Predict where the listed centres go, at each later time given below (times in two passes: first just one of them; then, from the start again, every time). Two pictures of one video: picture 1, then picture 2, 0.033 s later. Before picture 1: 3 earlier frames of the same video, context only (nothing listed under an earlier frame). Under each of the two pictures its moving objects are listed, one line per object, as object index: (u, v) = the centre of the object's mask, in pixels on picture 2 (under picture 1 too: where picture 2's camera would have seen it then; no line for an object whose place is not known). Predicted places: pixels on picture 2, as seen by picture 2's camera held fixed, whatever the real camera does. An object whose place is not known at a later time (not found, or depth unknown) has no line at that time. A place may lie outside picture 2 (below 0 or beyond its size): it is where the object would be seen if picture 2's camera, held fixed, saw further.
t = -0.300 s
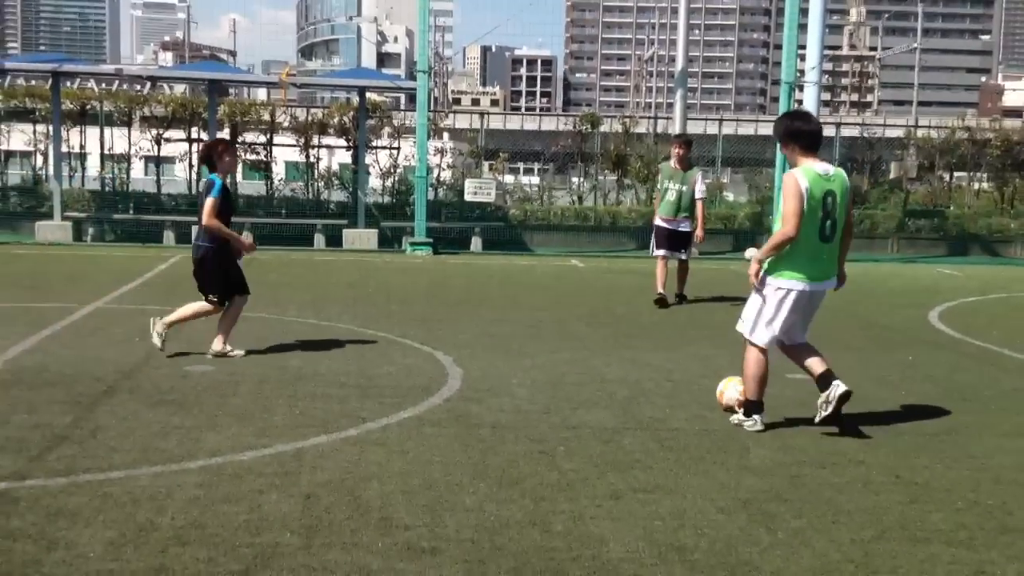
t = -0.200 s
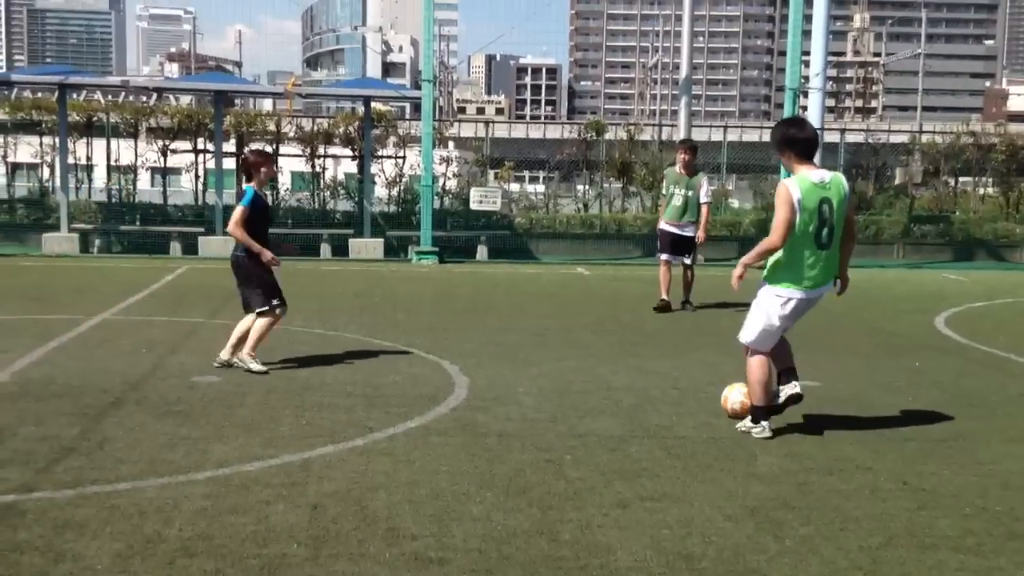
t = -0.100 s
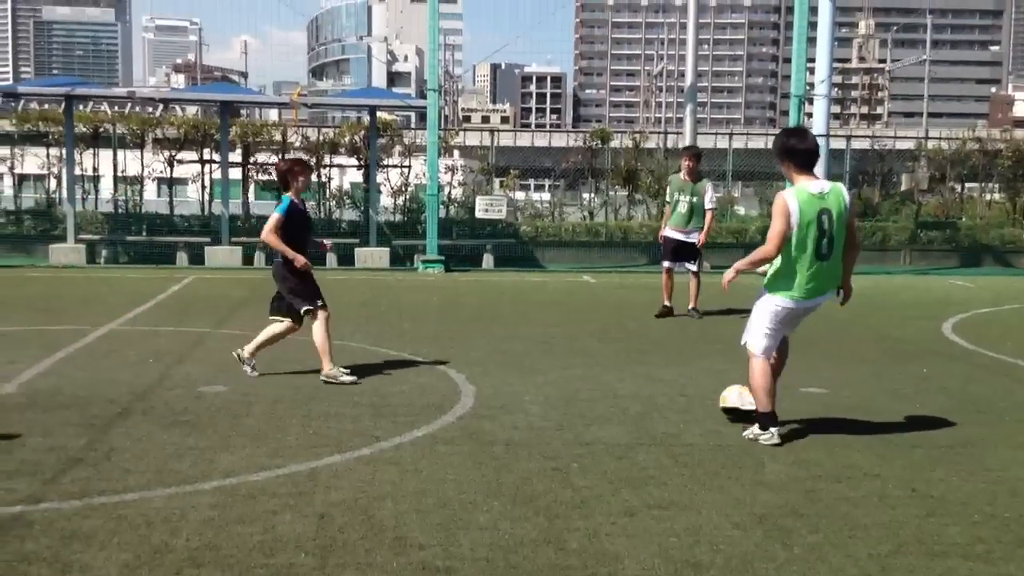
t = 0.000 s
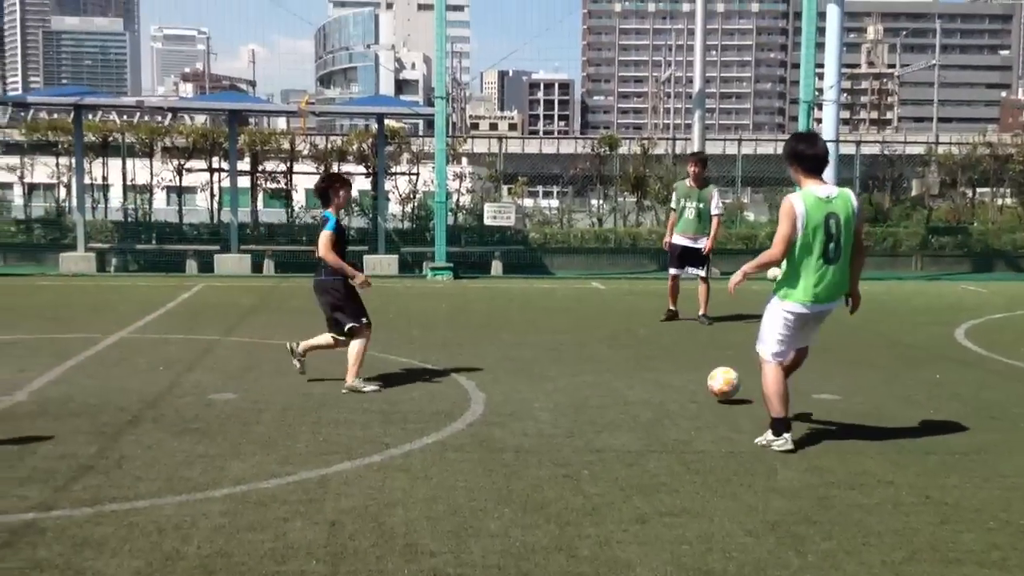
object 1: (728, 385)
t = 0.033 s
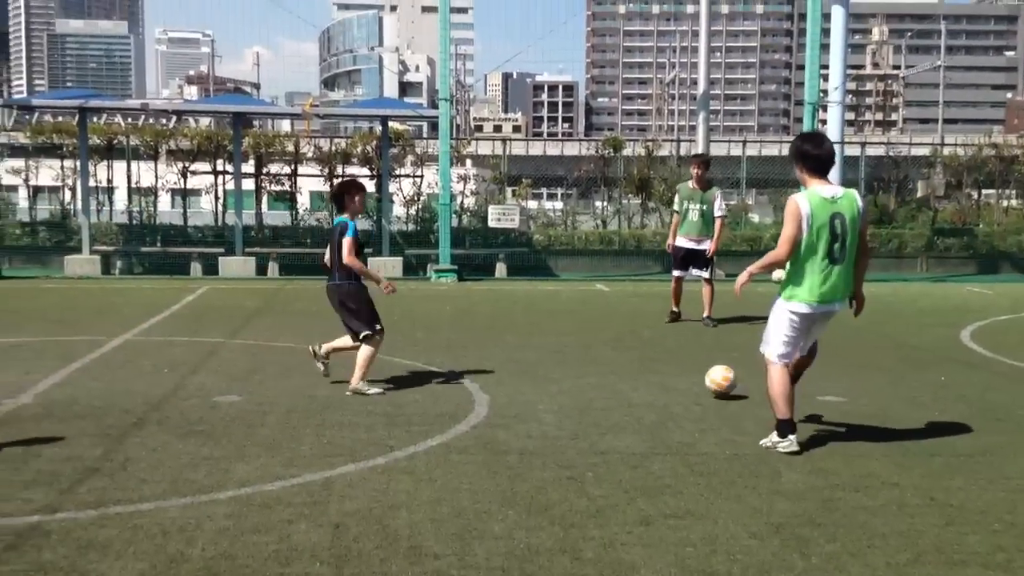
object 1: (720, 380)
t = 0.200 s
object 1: (691, 355)
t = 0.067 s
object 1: (713, 377)
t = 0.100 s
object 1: (707, 370)
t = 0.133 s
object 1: (702, 363)
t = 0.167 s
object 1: (697, 359)
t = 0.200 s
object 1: (691, 355)
